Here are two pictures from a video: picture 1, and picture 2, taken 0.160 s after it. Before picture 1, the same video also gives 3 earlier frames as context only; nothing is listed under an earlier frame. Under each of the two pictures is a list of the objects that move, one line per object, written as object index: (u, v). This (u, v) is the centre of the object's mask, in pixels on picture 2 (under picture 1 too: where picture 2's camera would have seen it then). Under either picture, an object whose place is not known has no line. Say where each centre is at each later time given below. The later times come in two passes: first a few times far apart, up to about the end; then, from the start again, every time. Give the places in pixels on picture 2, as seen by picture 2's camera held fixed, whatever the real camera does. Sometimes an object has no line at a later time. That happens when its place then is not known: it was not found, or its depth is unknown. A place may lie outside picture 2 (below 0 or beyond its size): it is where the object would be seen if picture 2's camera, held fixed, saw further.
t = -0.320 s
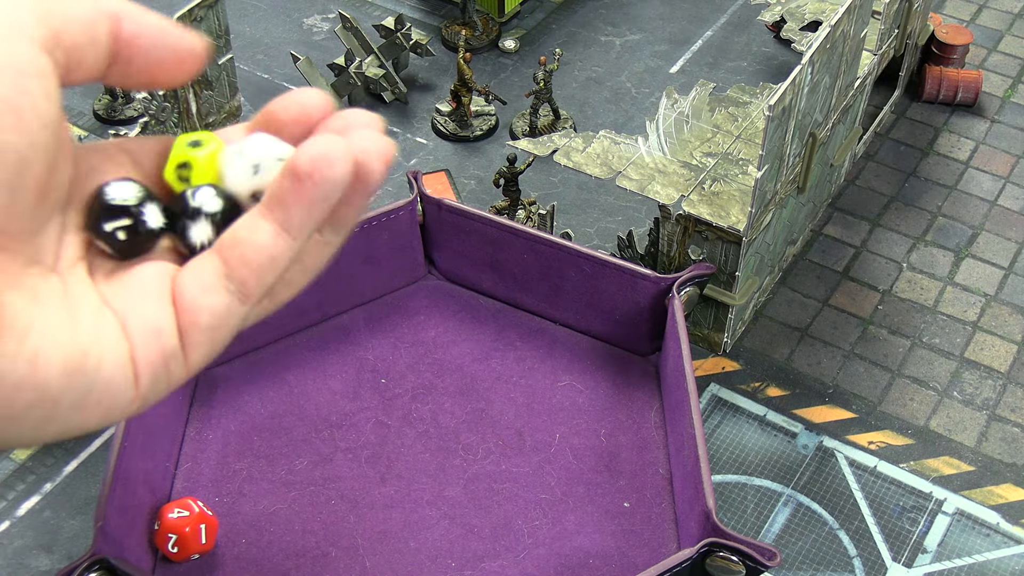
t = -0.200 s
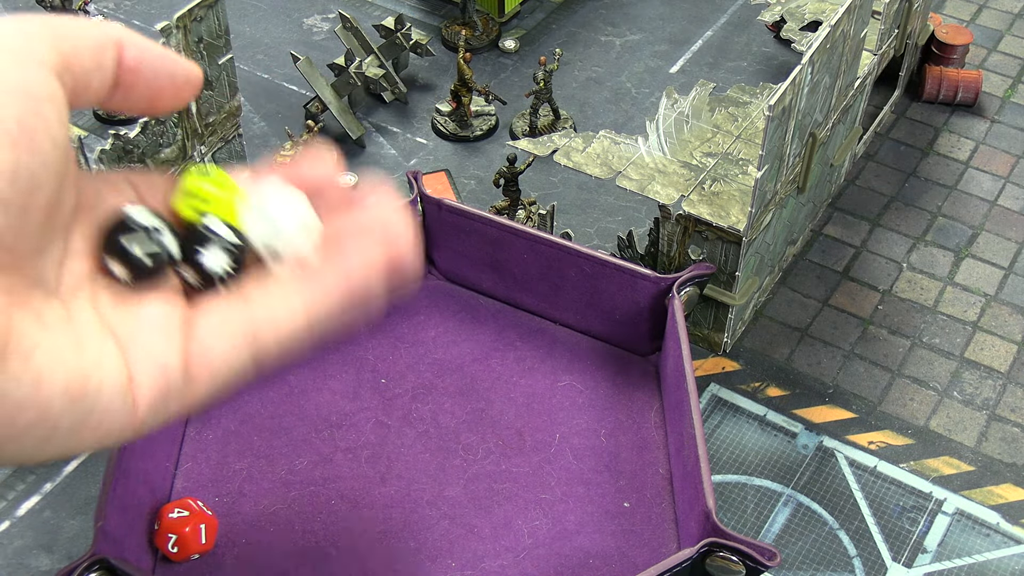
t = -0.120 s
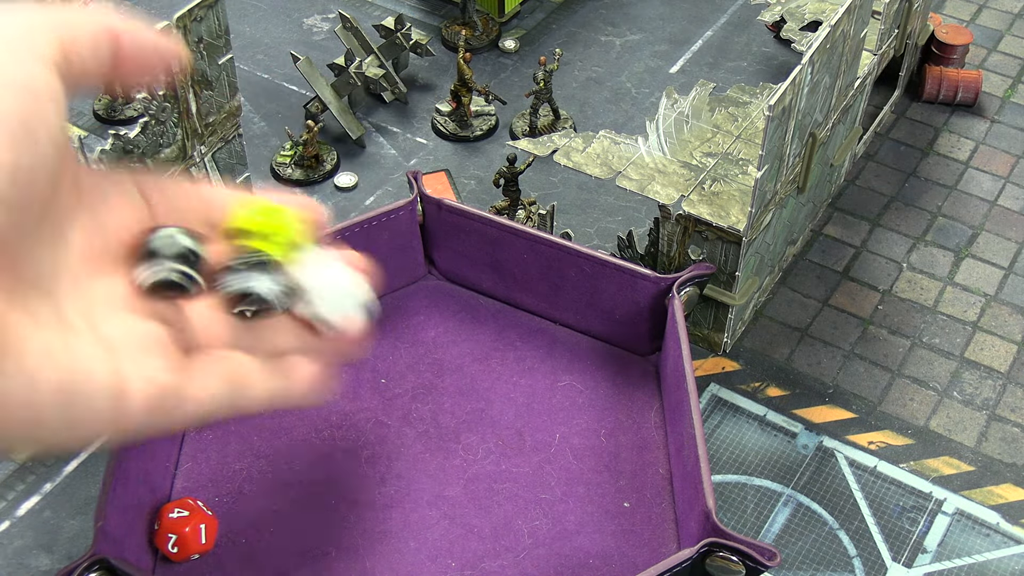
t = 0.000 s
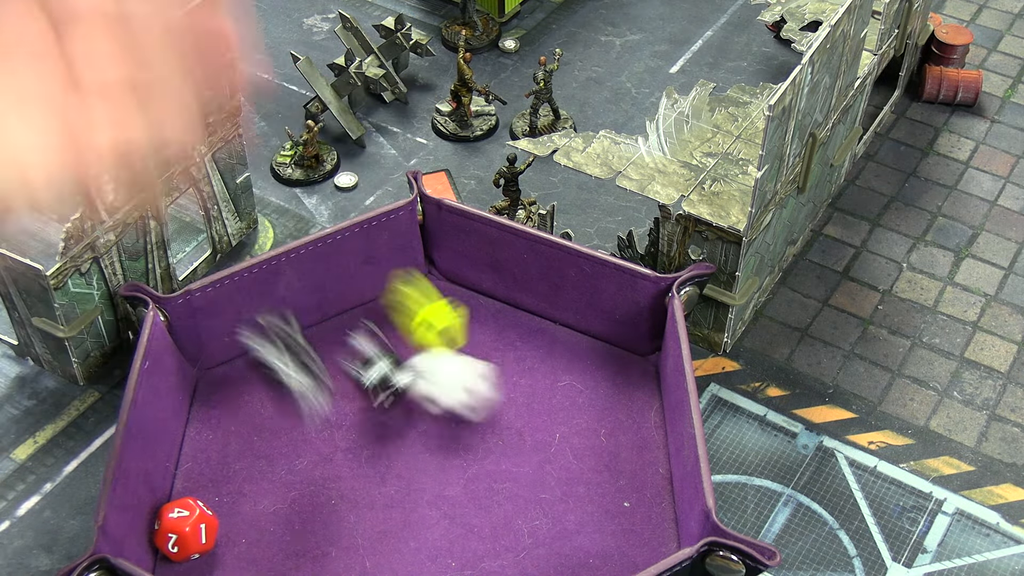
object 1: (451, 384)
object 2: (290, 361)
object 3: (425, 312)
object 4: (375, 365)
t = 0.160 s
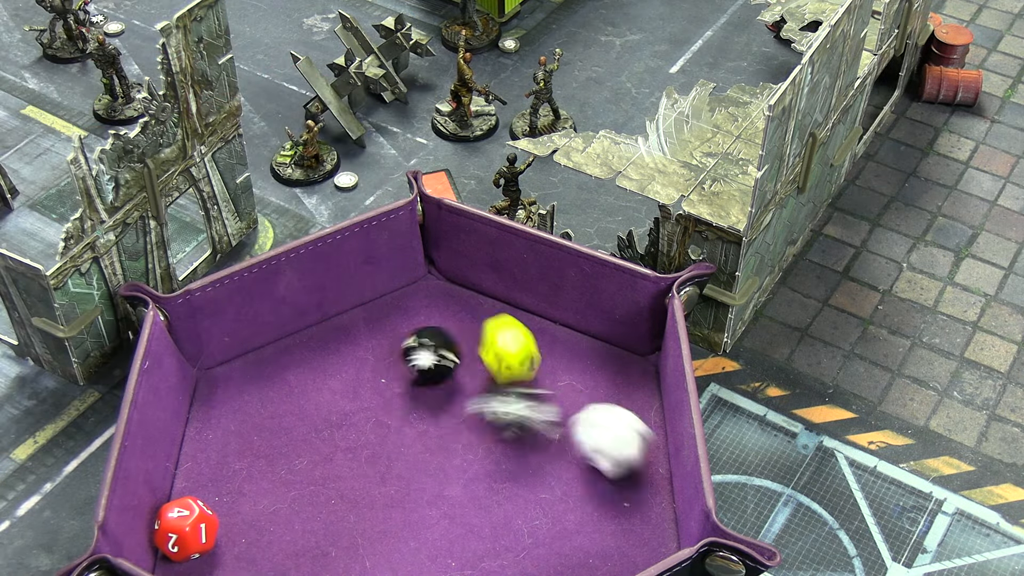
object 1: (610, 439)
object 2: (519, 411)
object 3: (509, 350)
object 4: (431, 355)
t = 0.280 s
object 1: (641, 475)
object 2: (637, 402)
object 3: (517, 363)
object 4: (439, 364)
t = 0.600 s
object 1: (596, 481)
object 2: (612, 367)
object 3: (515, 363)
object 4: (427, 363)
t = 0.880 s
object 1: (597, 481)
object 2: (613, 372)
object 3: (515, 363)
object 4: (426, 364)
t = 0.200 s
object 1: (632, 450)
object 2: (564, 413)
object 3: (511, 359)
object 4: (436, 357)
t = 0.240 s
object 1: (643, 461)
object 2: (609, 407)
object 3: (512, 362)
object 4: (439, 362)
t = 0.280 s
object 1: (641, 475)
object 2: (637, 402)
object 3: (517, 363)
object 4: (439, 364)
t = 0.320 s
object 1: (636, 485)
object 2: (630, 395)
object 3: (515, 362)
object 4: (436, 364)
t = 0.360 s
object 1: (625, 488)
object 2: (623, 390)
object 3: (515, 362)
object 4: (428, 363)
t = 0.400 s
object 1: (613, 487)
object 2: (617, 381)
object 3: (515, 362)
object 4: (418, 364)
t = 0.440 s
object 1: (606, 481)
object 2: (619, 375)
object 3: (515, 363)
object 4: (418, 364)
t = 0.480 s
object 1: (596, 478)
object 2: (623, 369)
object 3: (515, 363)
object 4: (424, 364)
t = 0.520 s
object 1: (591, 480)
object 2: (622, 368)
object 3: (515, 362)
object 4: (428, 362)
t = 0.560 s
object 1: (594, 483)
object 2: (616, 369)
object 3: (515, 363)
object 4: (425, 364)
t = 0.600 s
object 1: (596, 481)
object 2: (612, 367)
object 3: (515, 363)
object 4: (427, 363)
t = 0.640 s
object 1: (598, 478)
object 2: (613, 371)
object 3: (515, 363)
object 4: (426, 364)
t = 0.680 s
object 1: (596, 479)
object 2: (613, 372)
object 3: (515, 363)
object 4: (426, 364)
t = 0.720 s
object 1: (597, 482)
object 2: (613, 370)
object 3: (515, 363)
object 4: (426, 364)
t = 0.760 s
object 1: (597, 480)
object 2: (614, 372)
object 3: (515, 362)
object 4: (426, 364)
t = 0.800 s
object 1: (597, 481)
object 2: (613, 371)
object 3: (515, 362)
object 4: (426, 364)
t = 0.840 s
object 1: (597, 481)
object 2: (613, 371)
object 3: (515, 363)
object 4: (426, 364)
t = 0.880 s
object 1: (597, 481)
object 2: (613, 372)
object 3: (515, 363)
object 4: (426, 364)
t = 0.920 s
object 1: (597, 481)
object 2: (613, 371)
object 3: (515, 363)
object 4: (426, 364)
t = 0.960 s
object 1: (597, 481)
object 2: (613, 371)
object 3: (515, 362)
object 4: (426, 364)
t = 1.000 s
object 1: (597, 481)
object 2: (613, 371)
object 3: (515, 362)
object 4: (426, 364)
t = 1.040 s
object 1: (597, 481)
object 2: (613, 371)
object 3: (515, 362)
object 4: (426, 364)
